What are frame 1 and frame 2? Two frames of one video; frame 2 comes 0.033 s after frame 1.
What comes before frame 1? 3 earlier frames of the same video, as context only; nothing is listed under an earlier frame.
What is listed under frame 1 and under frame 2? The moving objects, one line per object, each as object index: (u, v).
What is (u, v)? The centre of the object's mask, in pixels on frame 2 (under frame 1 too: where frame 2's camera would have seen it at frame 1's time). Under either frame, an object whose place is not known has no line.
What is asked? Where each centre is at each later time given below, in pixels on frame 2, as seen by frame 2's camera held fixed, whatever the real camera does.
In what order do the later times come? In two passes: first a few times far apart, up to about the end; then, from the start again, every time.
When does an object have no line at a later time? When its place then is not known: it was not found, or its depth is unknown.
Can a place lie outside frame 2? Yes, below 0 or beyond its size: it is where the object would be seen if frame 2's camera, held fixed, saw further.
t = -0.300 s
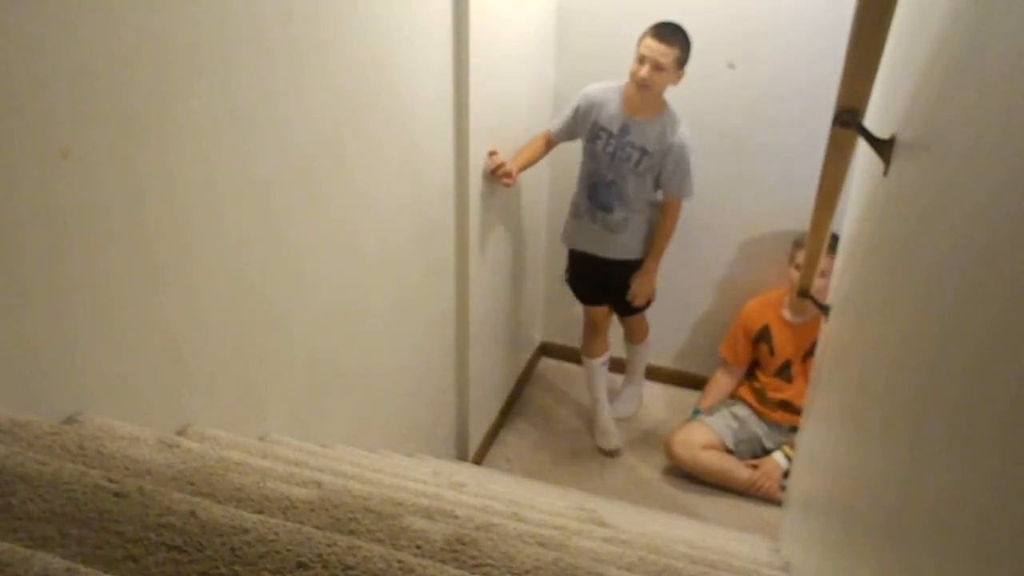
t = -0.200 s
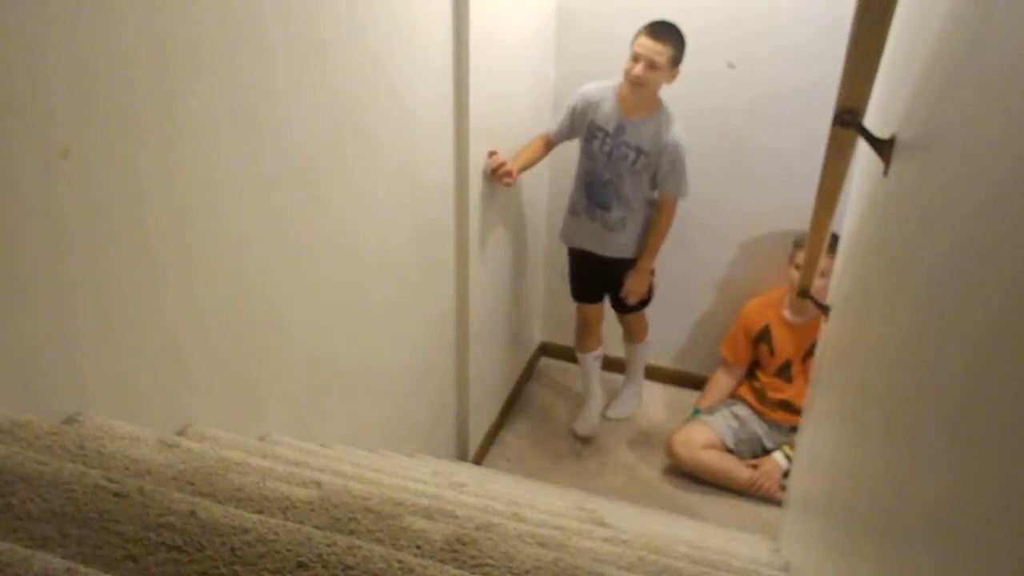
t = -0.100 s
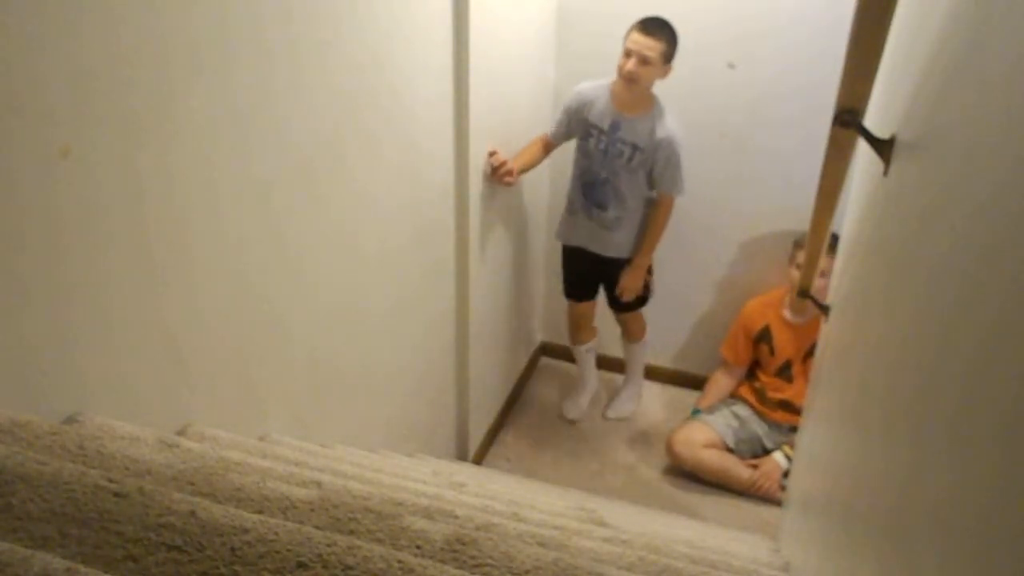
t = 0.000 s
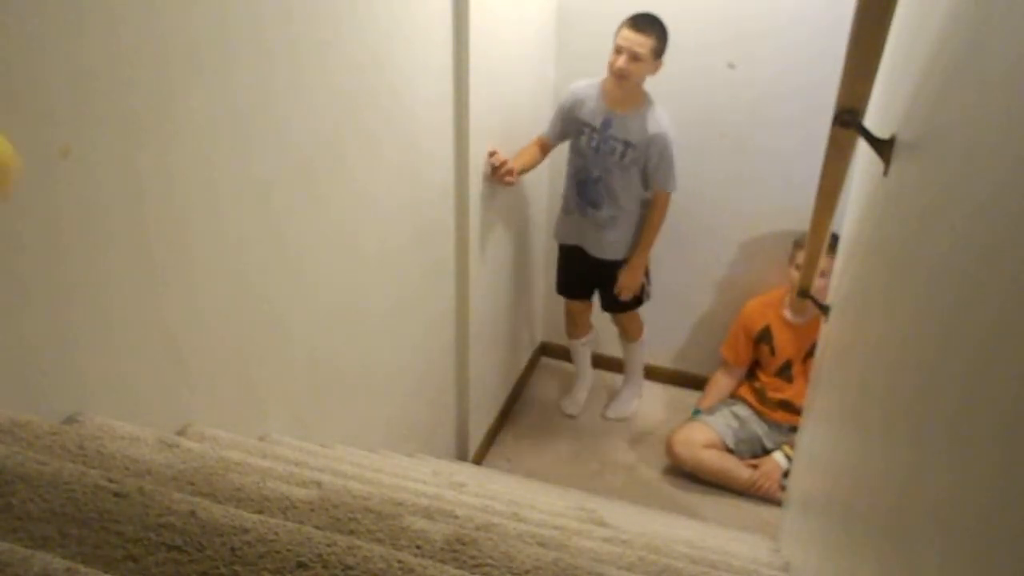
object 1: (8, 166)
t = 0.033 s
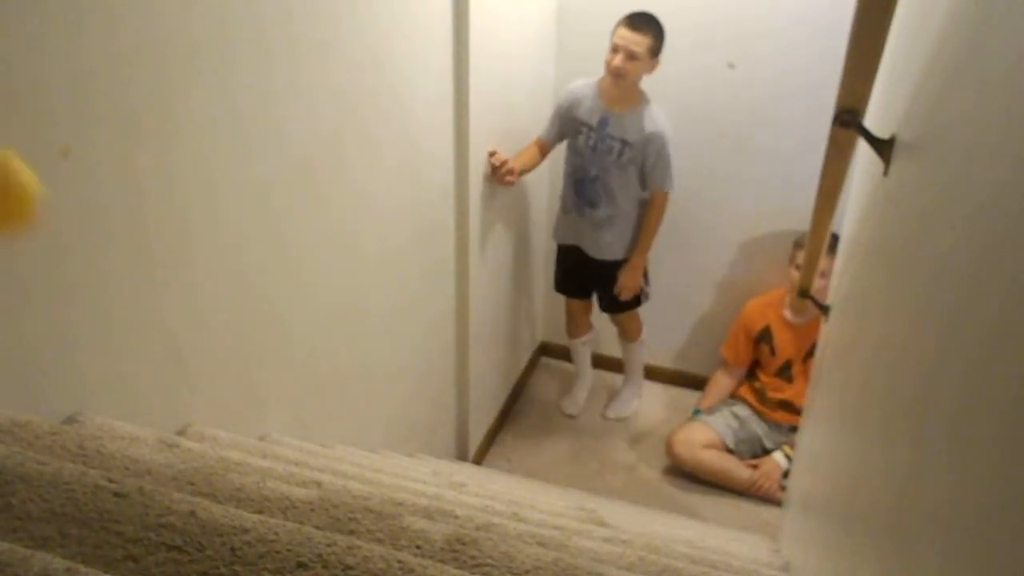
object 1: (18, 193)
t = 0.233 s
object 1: (161, 376)
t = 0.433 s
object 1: (313, 248)
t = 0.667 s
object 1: (432, 327)
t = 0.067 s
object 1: (31, 226)
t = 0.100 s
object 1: (52, 267)
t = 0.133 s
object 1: (79, 309)
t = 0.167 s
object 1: (108, 356)
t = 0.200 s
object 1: (135, 403)
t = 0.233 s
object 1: (161, 376)
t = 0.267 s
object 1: (190, 339)
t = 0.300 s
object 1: (219, 306)
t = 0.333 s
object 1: (244, 284)
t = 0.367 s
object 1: (269, 267)
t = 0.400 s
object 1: (291, 256)
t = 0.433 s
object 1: (313, 248)
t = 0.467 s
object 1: (334, 247)
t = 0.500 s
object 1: (356, 252)
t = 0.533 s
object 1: (373, 262)
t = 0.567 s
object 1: (391, 275)
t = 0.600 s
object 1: (406, 291)
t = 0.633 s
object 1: (418, 308)
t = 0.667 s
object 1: (432, 327)
